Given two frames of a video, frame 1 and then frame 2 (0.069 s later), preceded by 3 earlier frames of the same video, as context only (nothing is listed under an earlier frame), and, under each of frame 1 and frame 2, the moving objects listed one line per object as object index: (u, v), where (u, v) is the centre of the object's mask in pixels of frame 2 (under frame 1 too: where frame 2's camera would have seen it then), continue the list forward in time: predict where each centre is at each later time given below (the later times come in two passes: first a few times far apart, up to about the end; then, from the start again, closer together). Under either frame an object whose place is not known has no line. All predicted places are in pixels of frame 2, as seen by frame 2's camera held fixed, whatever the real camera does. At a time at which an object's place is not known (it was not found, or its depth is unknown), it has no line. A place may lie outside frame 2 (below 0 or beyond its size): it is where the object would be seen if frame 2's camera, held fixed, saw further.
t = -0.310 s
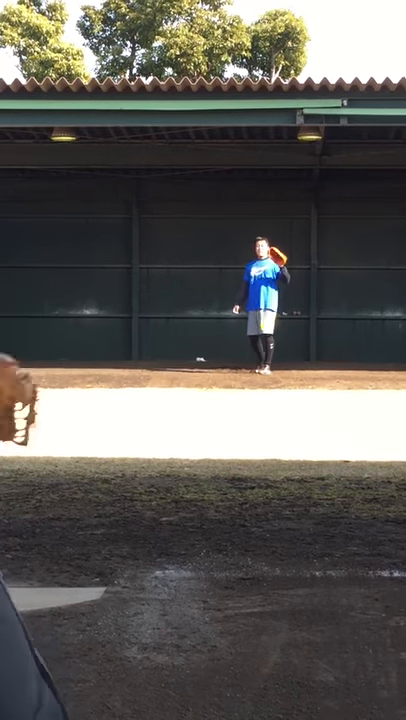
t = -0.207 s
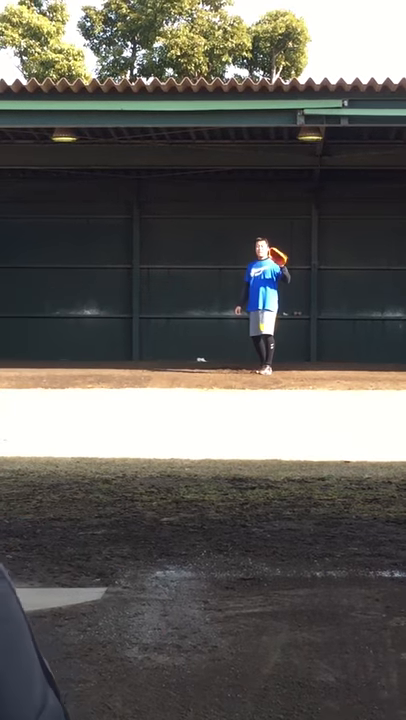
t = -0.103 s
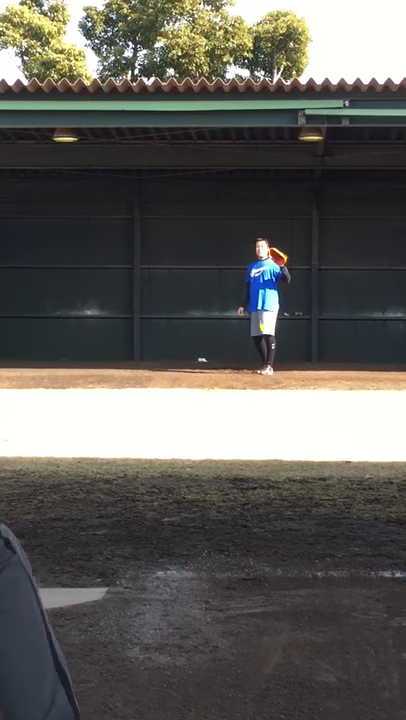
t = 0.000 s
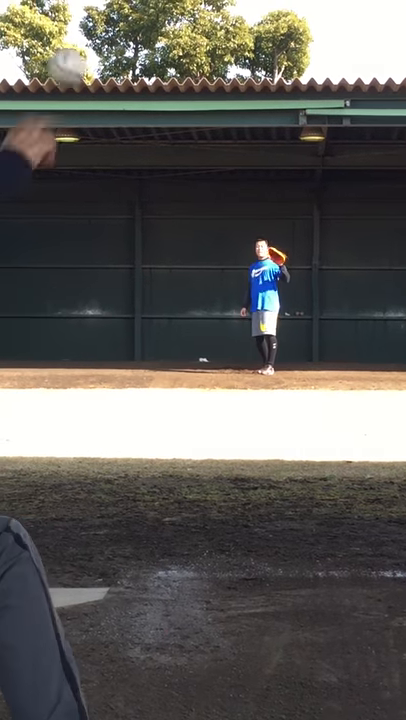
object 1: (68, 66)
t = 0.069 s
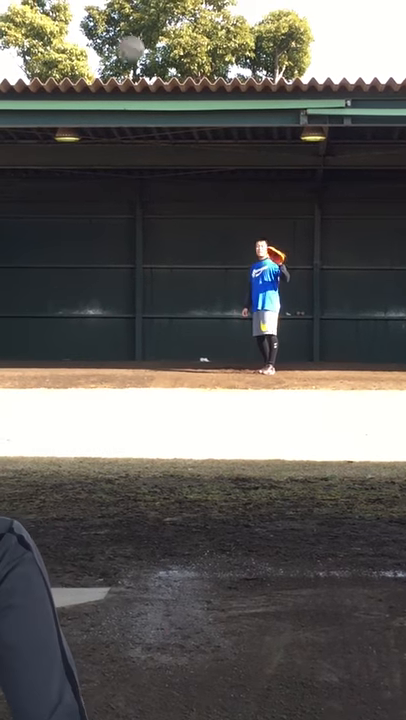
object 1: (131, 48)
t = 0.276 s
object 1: (201, 71)
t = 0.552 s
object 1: (232, 141)
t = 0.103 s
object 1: (150, 47)
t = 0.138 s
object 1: (164, 48)
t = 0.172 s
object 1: (176, 53)
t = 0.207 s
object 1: (186, 58)
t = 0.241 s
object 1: (194, 65)
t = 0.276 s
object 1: (201, 71)
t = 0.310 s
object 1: (207, 78)
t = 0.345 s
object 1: (212, 86)
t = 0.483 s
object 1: (227, 122)
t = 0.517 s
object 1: (230, 132)
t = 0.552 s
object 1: (232, 141)
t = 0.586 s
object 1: (234, 151)
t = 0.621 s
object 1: (236, 161)
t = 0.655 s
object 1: (238, 171)
